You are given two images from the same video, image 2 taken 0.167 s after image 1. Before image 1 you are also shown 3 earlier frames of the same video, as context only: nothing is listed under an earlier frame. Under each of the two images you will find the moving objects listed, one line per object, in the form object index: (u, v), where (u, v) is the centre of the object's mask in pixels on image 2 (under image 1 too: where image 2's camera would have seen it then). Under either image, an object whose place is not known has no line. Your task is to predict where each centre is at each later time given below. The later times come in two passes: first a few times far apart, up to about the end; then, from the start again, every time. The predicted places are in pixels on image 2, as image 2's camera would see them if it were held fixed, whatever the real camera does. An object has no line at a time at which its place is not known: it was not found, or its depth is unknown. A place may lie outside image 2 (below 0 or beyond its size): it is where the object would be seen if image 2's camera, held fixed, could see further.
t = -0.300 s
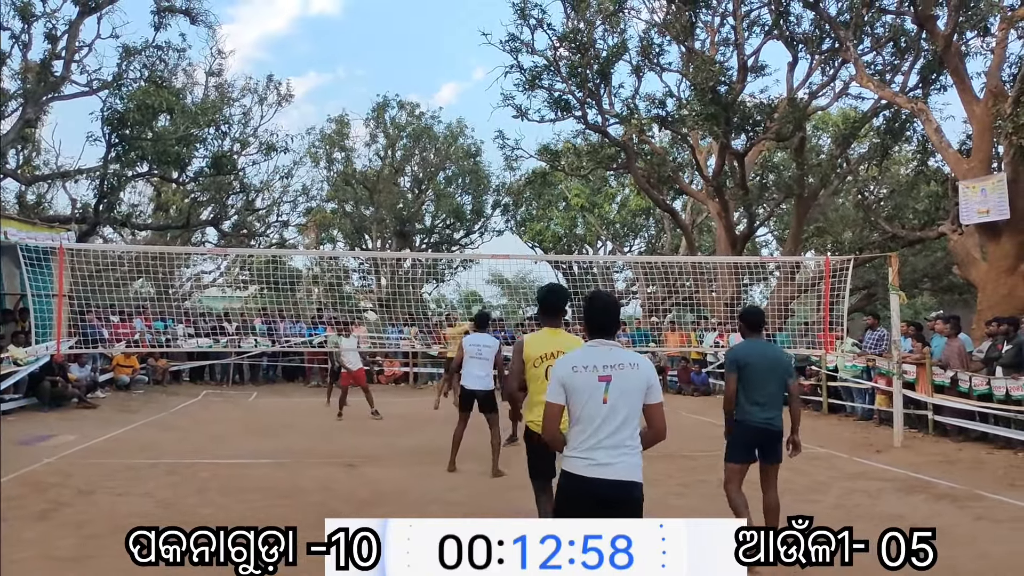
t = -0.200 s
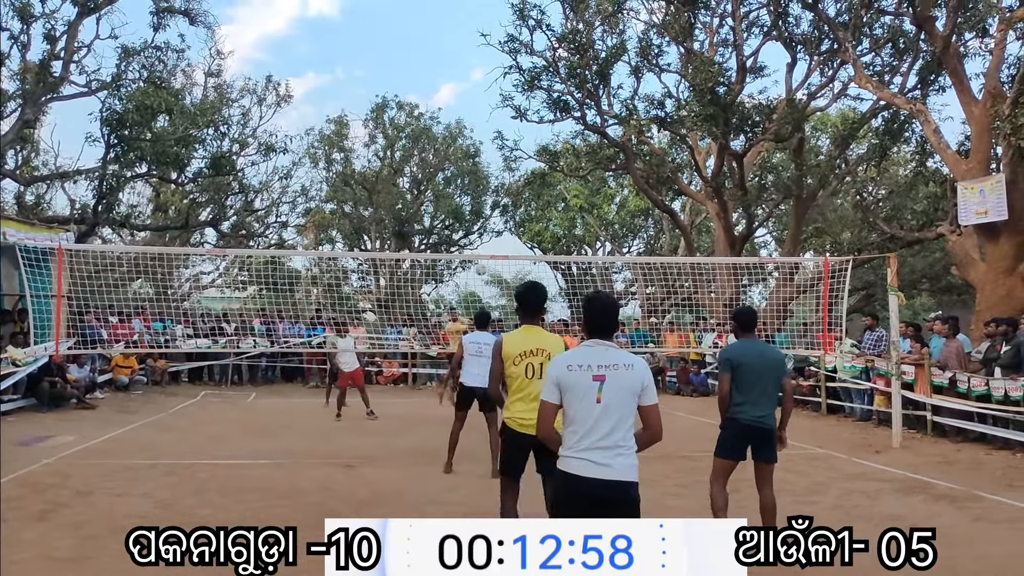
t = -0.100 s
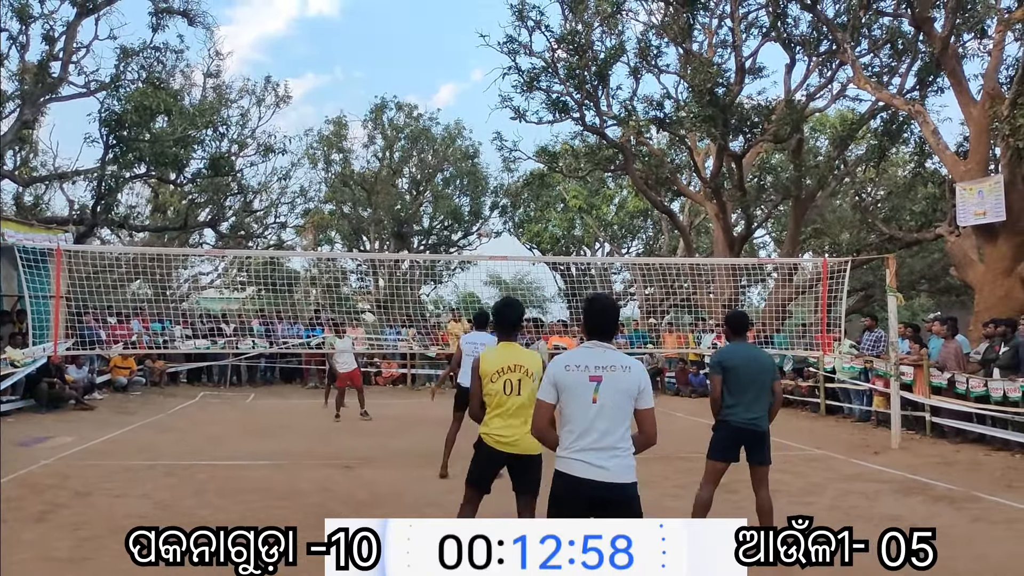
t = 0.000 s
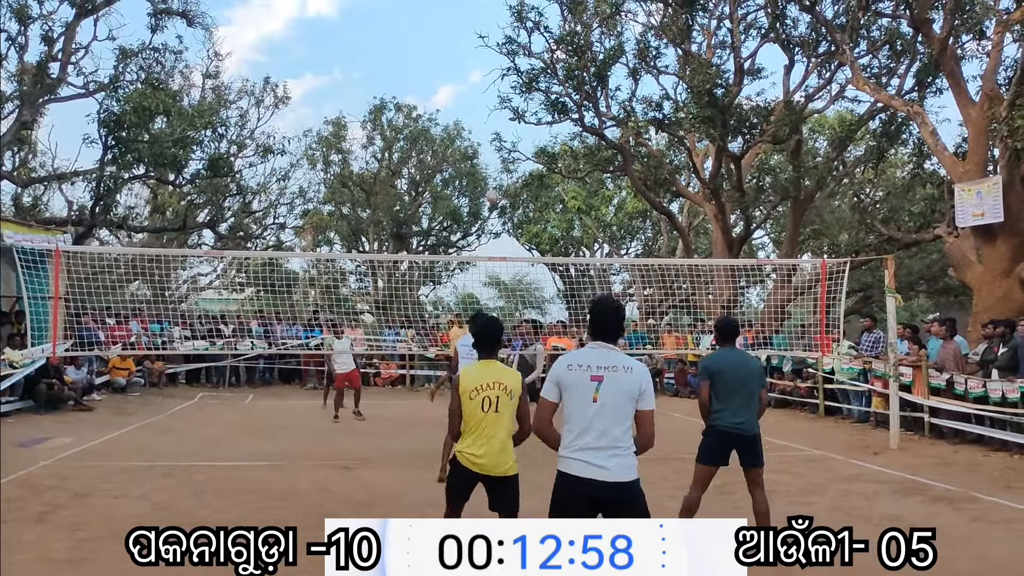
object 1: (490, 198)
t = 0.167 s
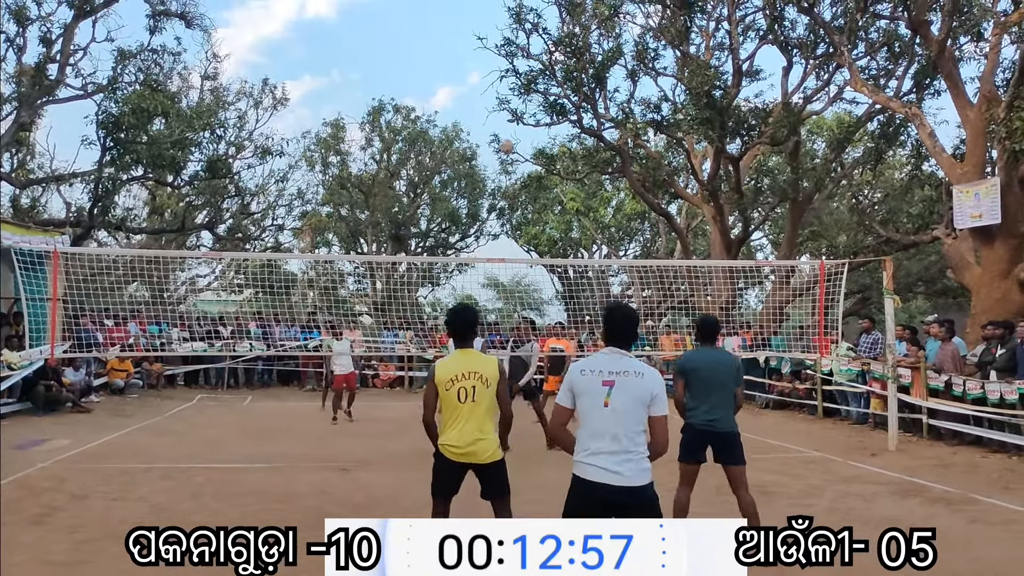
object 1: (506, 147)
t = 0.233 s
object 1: (514, 127)
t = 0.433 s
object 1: (539, 89)
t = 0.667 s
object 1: (580, 77)
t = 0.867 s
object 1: (625, 116)
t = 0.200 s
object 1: (510, 137)
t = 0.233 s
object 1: (514, 127)
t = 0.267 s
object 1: (517, 120)
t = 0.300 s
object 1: (521, 112)
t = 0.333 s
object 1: (526, 106)
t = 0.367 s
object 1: (530, 99)
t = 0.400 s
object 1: (534, 93)
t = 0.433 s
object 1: (539, 89)
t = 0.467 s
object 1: (544, 84)
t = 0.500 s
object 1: (549, 81)
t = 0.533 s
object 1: (556, 78)
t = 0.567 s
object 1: (561, 75)
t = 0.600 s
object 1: (567, 75)
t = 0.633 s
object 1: (573, 76)
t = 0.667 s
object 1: (580, 77)
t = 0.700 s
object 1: (586, 79)
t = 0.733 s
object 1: (593, 84)
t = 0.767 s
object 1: (600, 89)
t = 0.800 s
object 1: (608, 96)
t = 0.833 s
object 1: (616, 105)
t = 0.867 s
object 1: (625, 116)
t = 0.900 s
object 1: (633, 127)
